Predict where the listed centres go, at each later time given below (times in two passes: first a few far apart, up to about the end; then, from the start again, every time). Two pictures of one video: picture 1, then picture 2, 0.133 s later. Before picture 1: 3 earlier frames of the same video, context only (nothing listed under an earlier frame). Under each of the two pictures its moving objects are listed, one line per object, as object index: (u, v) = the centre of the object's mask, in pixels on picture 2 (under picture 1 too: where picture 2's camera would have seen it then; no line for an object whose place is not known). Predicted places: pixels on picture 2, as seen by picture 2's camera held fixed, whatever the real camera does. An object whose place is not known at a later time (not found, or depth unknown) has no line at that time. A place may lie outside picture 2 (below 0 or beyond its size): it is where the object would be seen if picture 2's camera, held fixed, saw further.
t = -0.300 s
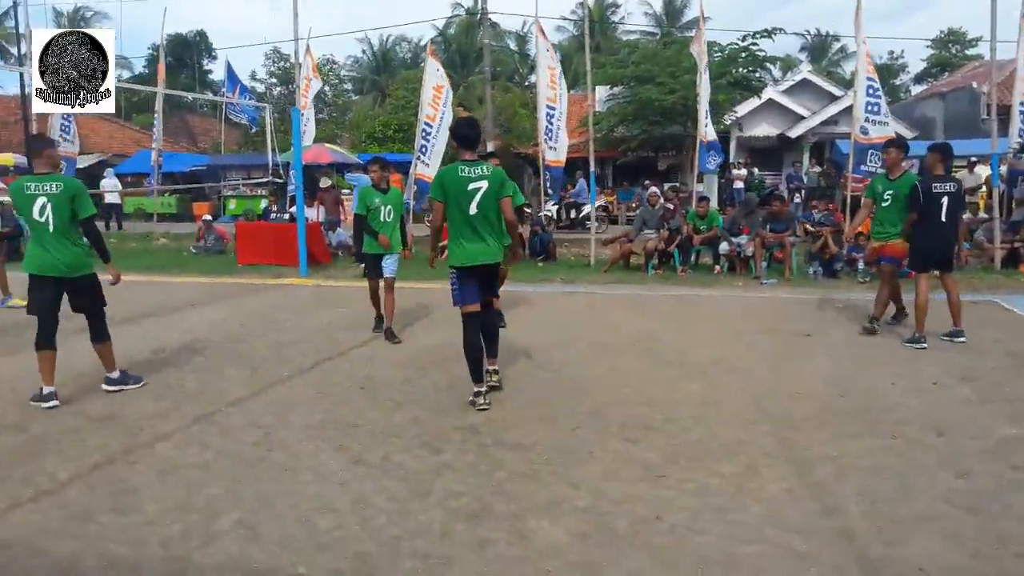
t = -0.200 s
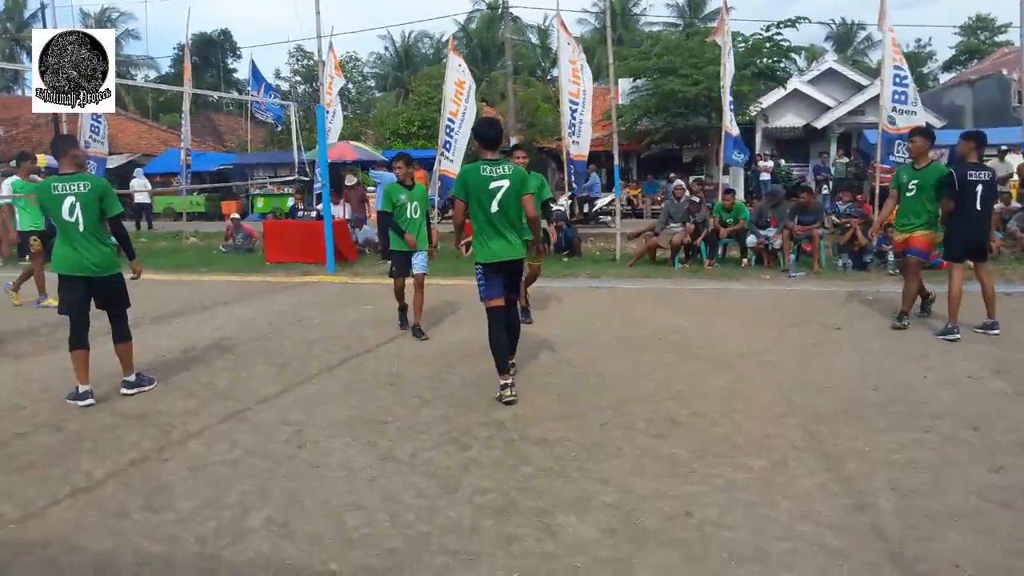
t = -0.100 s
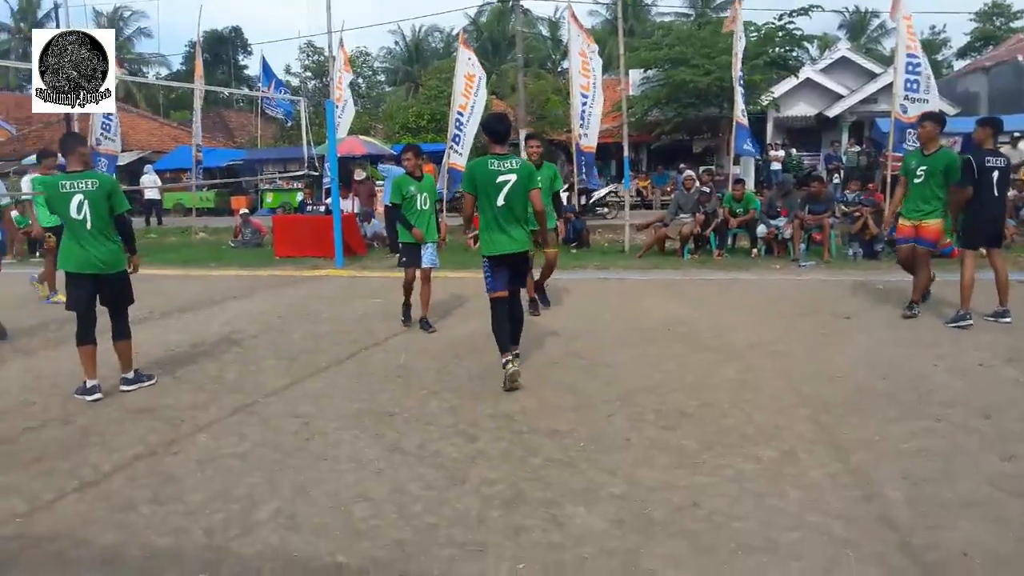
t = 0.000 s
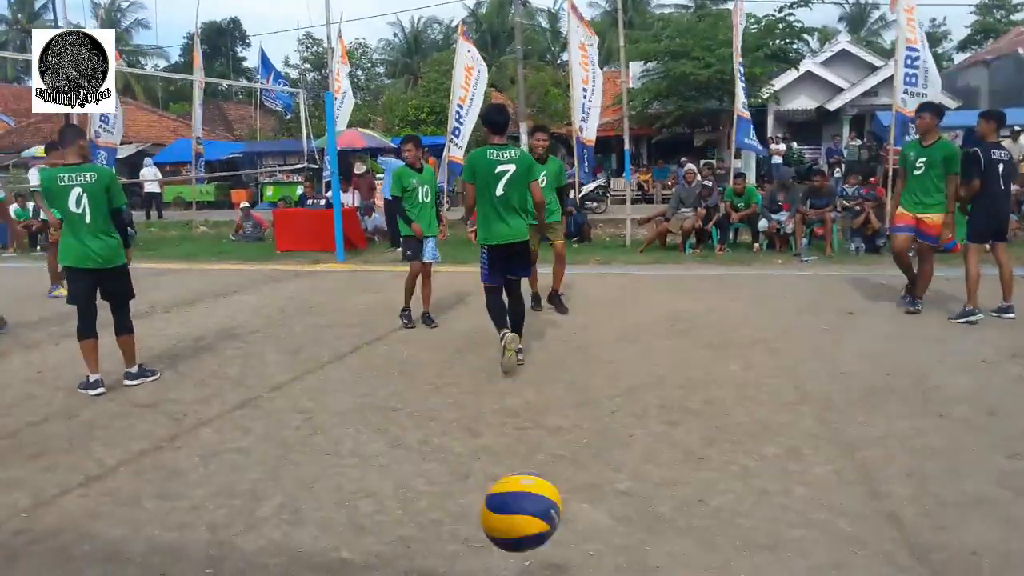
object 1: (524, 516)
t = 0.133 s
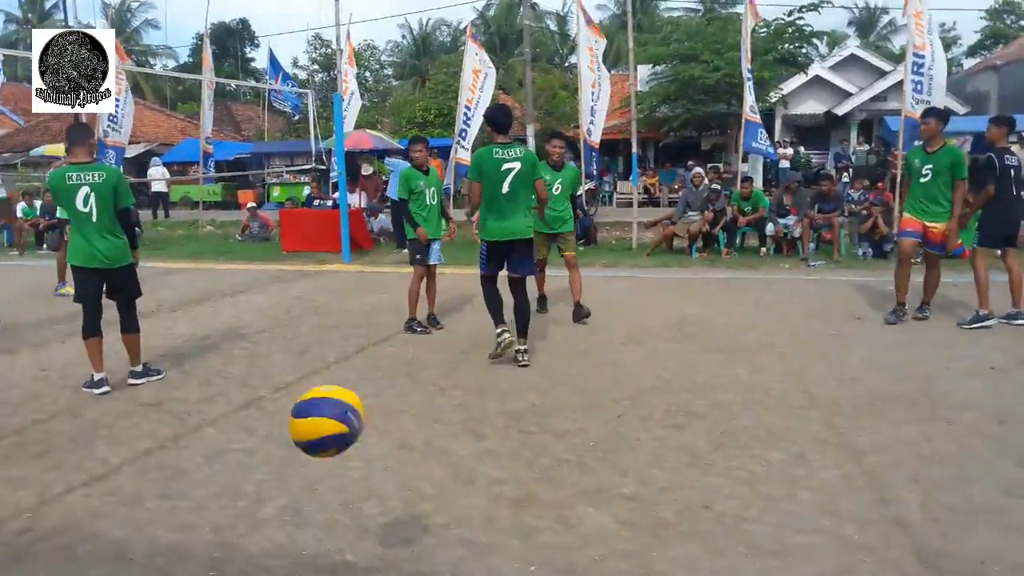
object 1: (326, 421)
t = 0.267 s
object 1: (166, 395)
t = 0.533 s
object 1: (-50, 493)
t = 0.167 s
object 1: (282, 409)
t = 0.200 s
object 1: (241, 402)
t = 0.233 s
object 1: (202, 396)
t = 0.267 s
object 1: (166, 395)
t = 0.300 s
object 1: (133, 398)
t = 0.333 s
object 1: (101, 405)
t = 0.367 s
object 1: (72, 413)
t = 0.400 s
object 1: (42, 425)
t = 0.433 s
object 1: (16, 440)
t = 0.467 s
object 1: (-7, 456)
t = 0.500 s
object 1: (-28, 474)
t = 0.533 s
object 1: (-50, 493)
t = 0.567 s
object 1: (-71, 511)
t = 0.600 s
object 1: (-92, 482)
